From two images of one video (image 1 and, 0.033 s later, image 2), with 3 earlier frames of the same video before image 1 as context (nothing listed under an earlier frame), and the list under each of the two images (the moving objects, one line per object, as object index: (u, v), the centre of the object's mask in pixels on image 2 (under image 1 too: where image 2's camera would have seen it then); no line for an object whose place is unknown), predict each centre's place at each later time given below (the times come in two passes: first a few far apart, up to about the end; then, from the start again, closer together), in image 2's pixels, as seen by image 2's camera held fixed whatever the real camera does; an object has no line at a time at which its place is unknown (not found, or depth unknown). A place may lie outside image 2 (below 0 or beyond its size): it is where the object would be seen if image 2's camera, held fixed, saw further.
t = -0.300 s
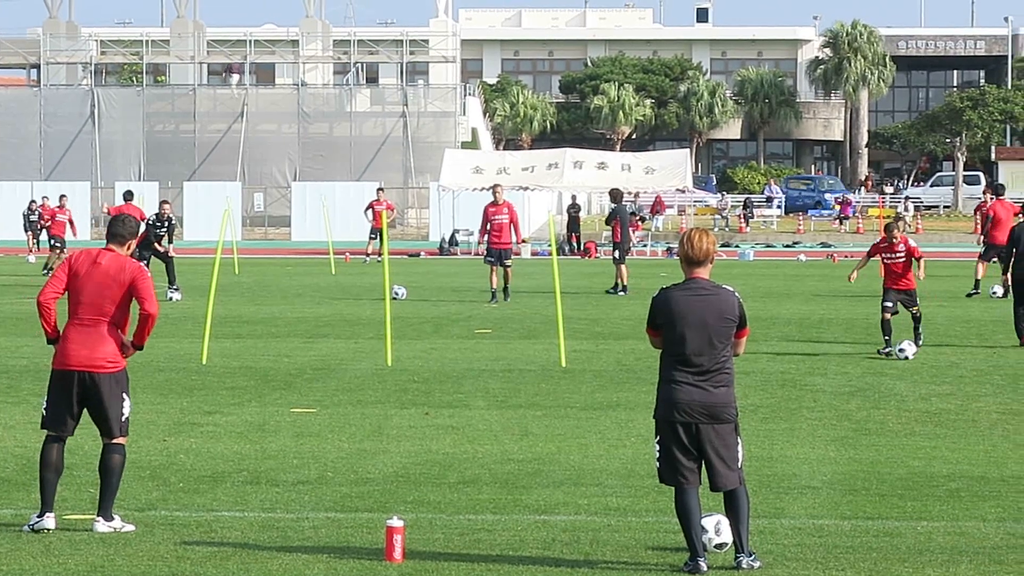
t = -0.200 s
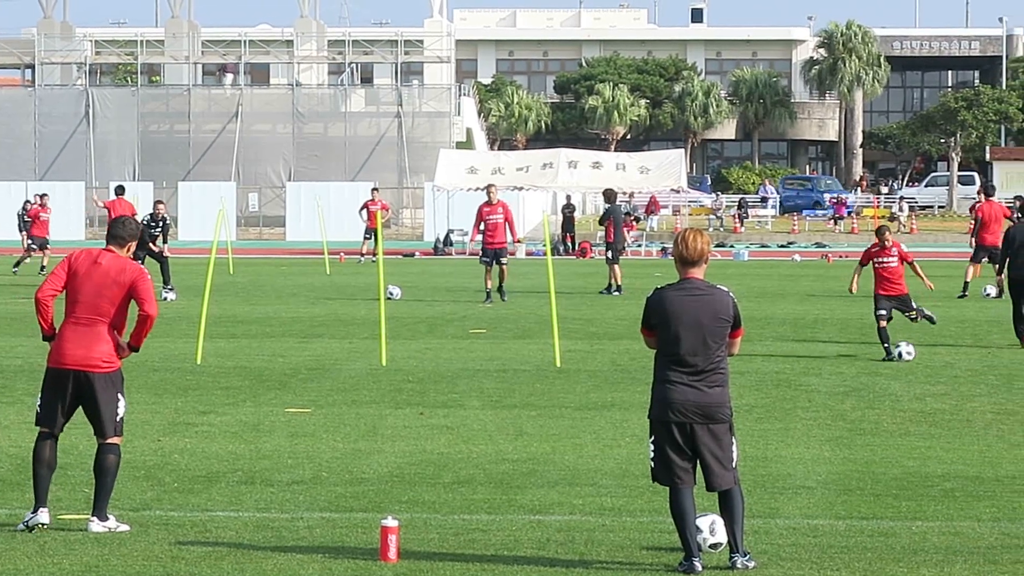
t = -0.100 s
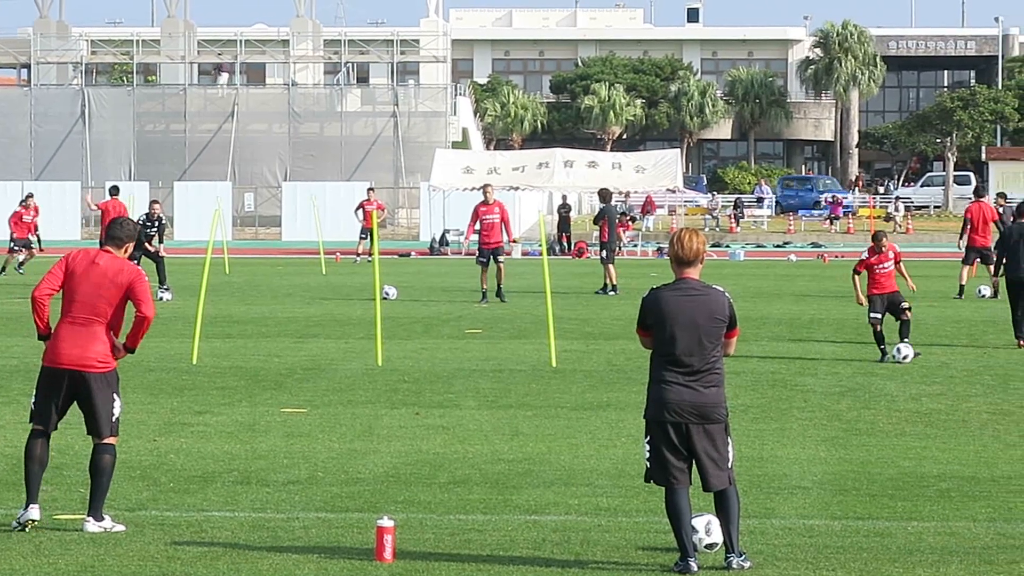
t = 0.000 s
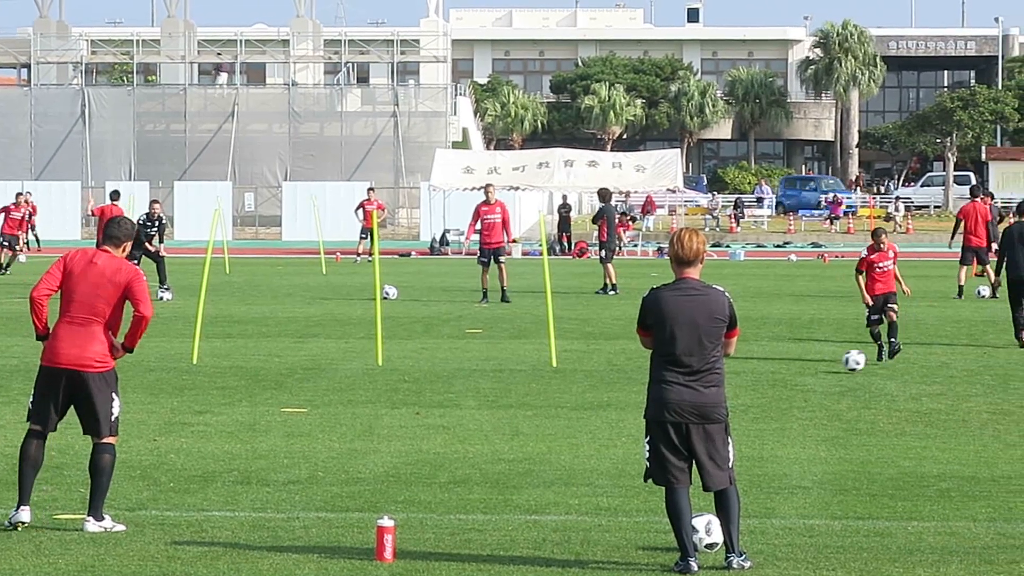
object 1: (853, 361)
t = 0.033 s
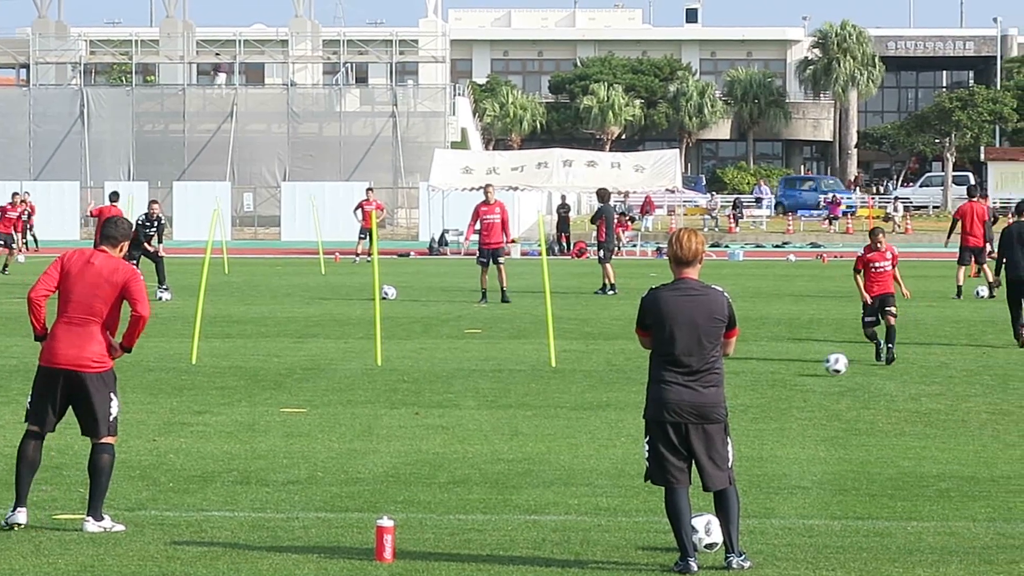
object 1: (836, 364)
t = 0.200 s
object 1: (746, 380)
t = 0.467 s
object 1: (587, 413)
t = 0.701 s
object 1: (430, 441)
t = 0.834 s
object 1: (329, 463)
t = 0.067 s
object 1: (819, 368)
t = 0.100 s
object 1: (802, 373)
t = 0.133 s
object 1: (781, 375)
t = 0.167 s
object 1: (764, 377)
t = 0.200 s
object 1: (746, 380)
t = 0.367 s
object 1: (641, 395)
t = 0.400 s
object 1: (630, 401)
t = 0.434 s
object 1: (608, 407)
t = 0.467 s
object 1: (587, 413)
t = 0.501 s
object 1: (566, 416)
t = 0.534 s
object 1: (545, 419)
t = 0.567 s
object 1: (523, 423)
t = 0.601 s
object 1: (501, 428)
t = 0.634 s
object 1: (477, 436)
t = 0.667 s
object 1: (454, 439)
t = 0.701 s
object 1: (430, 441)
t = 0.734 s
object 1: (406, 446)
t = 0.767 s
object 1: (380, 452)
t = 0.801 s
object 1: (355, 460)
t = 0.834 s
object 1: (329, 463)
